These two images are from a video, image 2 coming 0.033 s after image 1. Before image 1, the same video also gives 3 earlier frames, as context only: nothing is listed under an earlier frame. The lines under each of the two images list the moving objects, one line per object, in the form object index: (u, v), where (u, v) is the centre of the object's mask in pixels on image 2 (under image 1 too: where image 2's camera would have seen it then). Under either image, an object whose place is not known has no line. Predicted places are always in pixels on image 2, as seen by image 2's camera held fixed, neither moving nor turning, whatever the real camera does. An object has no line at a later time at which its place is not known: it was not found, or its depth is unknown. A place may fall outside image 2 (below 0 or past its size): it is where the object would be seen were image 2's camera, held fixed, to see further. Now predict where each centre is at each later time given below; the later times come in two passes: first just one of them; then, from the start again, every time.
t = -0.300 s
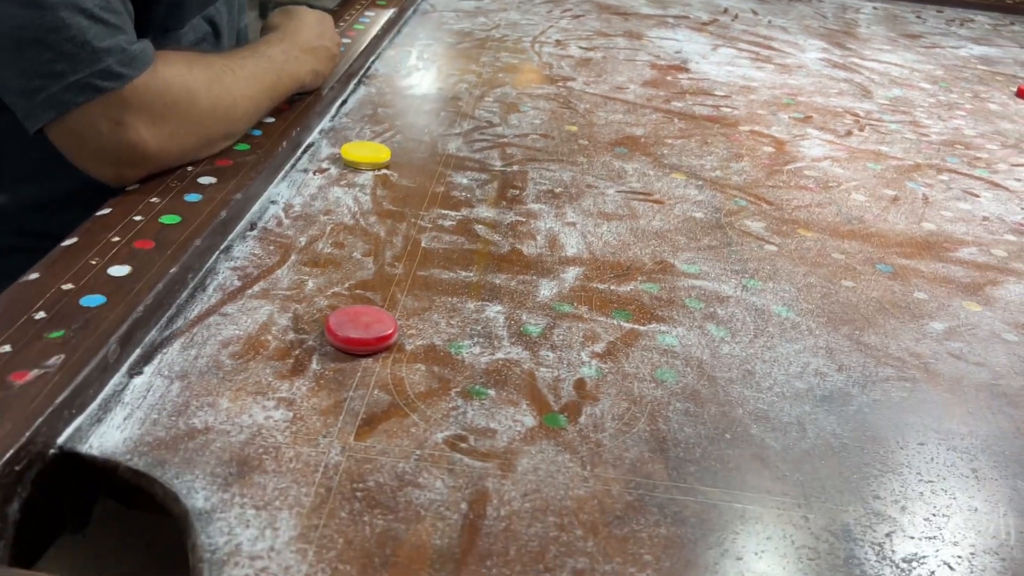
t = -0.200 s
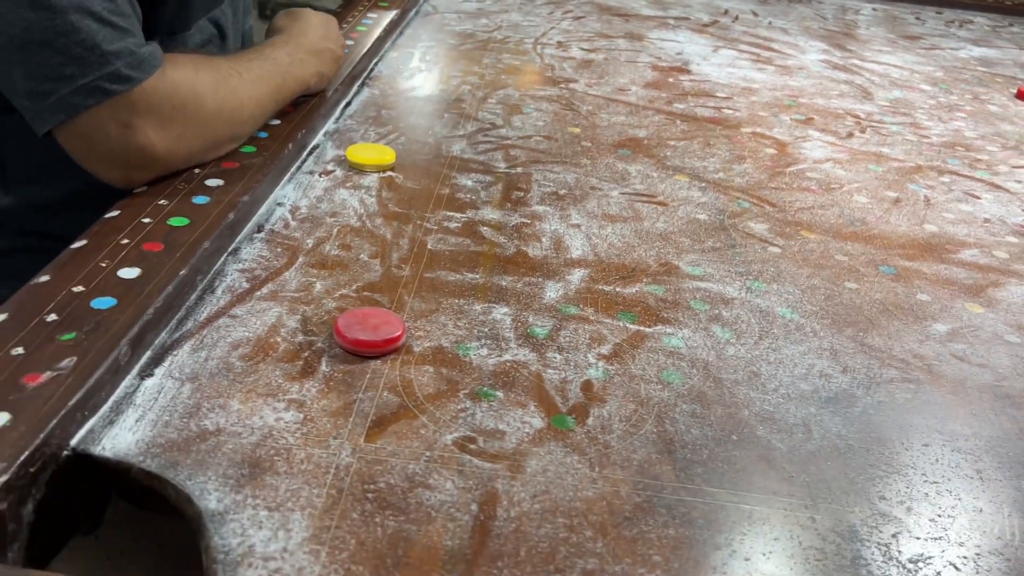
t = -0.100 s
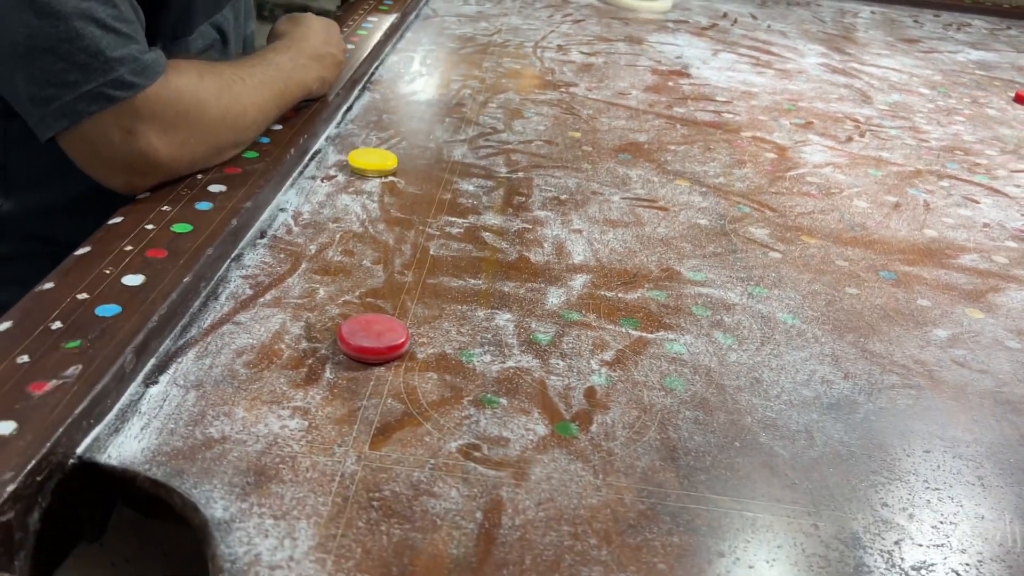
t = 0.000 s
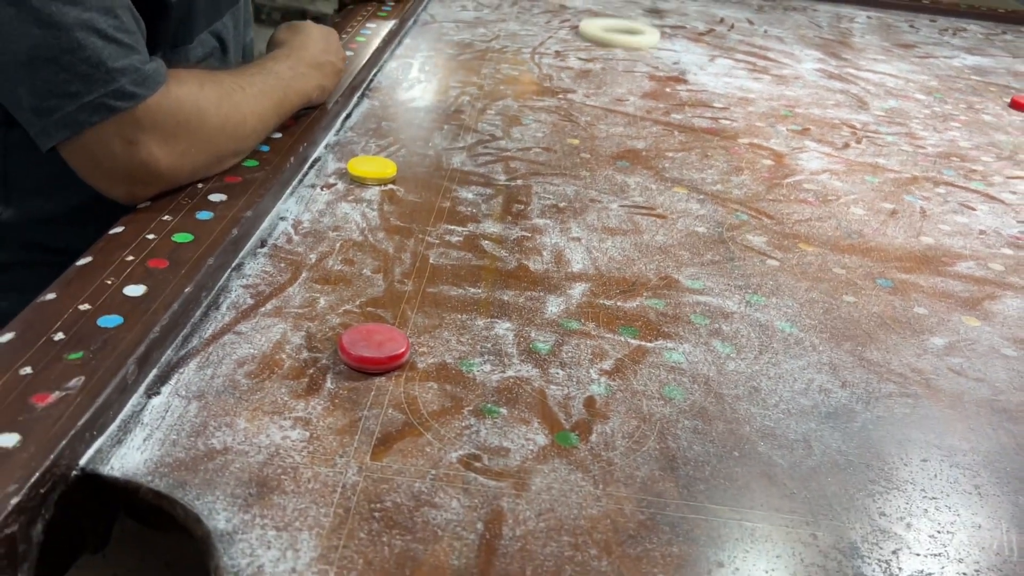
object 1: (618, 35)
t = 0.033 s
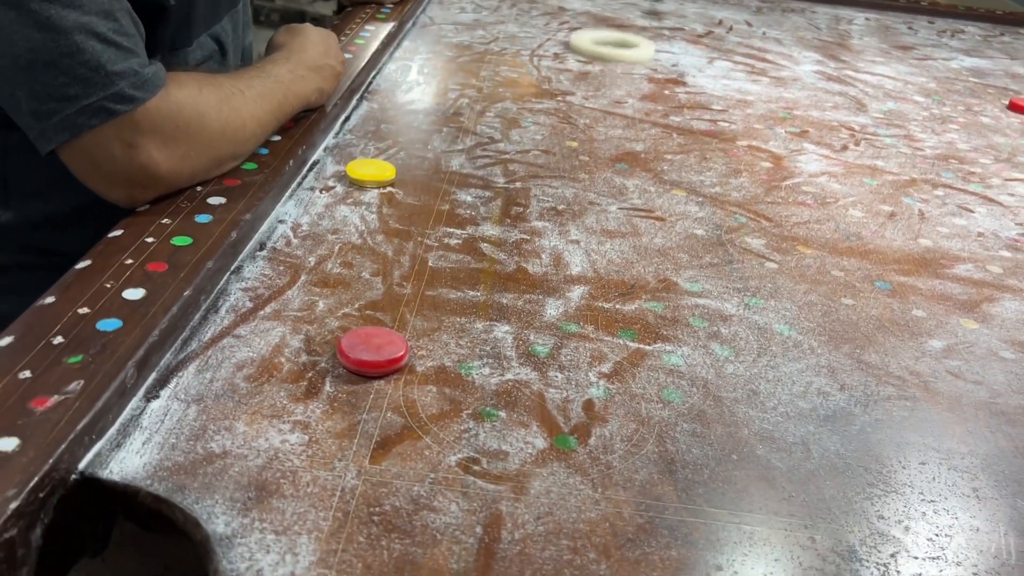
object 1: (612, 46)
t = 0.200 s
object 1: (571, 121)
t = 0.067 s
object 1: (605, 58)
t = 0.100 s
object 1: (599, 72)
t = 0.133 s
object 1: (590, 86)
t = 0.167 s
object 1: (581, 103)
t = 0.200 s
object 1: (571, 121)
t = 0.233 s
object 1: (560, 142)
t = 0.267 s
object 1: (547, 165)
